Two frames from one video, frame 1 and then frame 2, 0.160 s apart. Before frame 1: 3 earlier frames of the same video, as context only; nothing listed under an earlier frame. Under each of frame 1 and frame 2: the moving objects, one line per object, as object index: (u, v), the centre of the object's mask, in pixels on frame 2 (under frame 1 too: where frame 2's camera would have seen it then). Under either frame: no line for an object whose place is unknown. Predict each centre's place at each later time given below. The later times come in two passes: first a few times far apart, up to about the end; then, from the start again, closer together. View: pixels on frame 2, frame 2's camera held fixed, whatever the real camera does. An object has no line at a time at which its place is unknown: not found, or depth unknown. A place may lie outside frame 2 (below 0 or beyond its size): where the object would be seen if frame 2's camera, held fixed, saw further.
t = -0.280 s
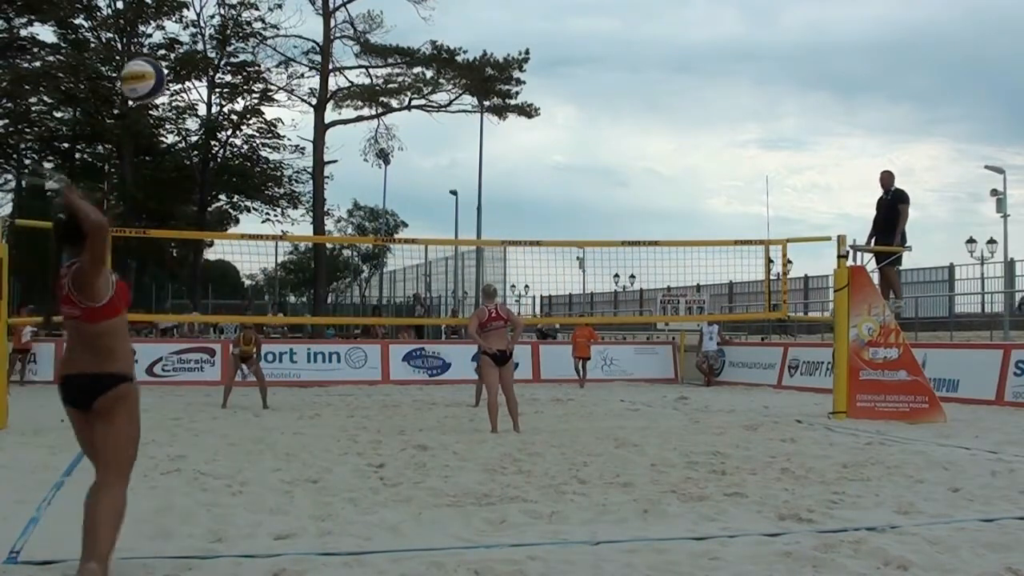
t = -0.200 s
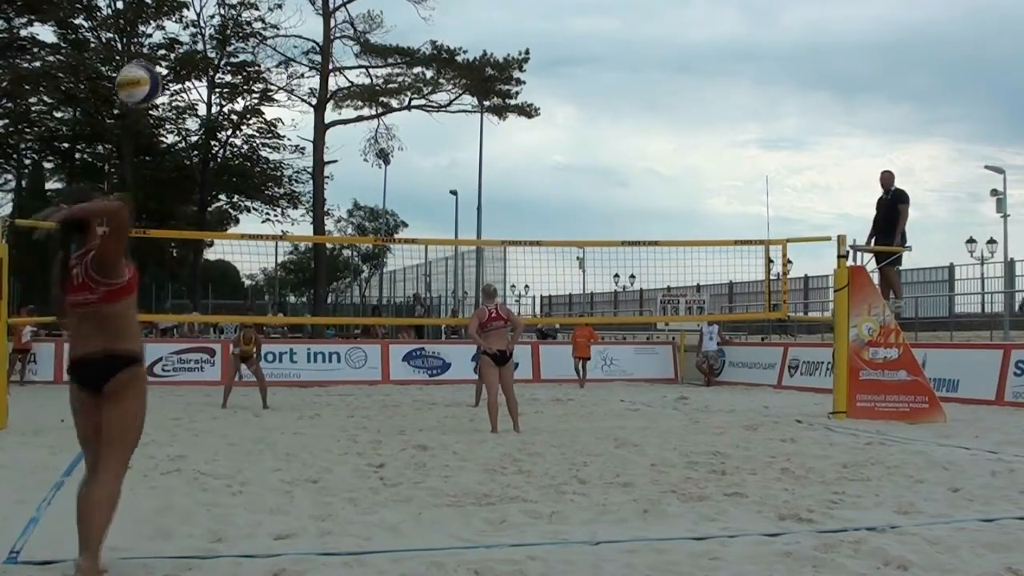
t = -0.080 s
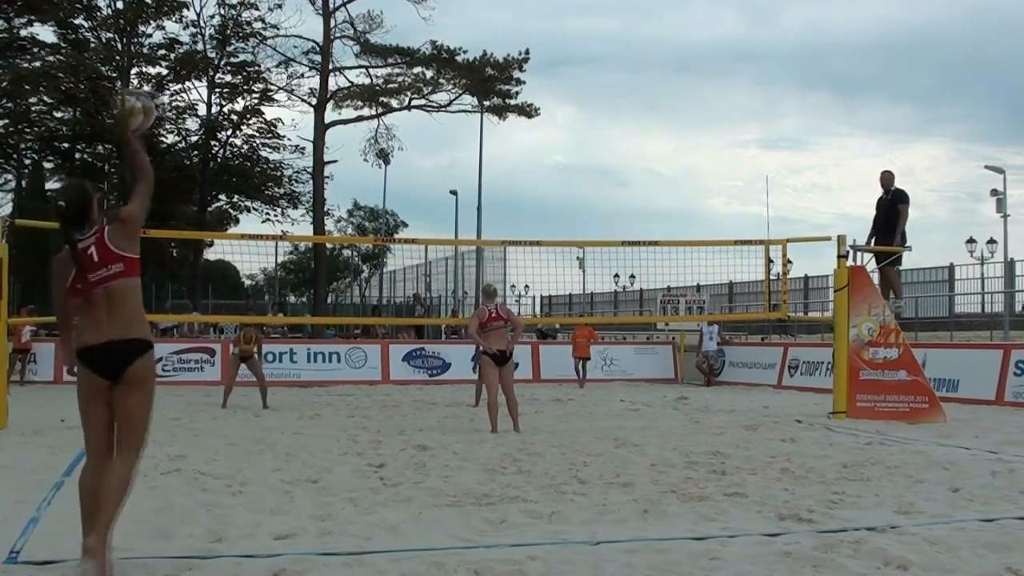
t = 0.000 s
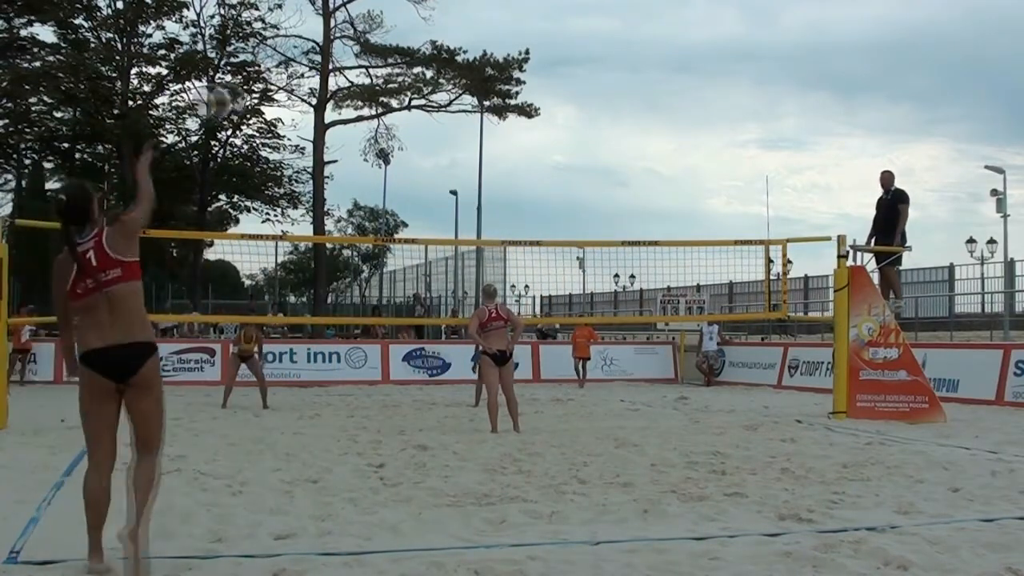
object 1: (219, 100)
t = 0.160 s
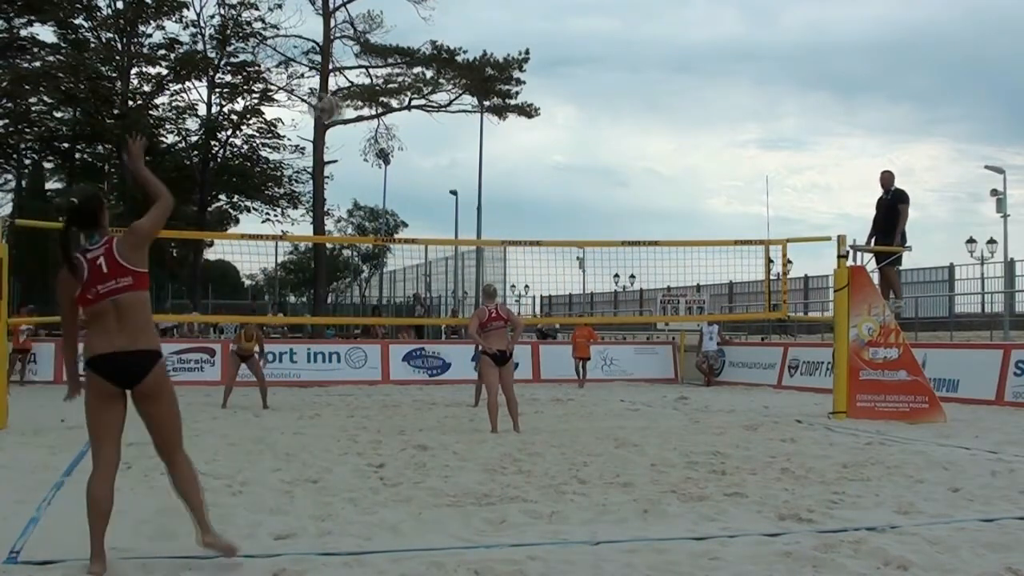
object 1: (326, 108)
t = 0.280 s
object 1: (377, 129)
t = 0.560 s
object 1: (454, 202)
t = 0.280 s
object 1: (377, 129)
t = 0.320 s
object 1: (395, 138)
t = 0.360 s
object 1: (407, 148)
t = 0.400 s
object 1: (418, 158)
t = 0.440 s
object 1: (428, 169)
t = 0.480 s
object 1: (437, 180)
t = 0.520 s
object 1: (446, 191)
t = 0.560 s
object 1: (454, 202)
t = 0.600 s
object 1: (462, 214)
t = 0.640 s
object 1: (469, 225)
